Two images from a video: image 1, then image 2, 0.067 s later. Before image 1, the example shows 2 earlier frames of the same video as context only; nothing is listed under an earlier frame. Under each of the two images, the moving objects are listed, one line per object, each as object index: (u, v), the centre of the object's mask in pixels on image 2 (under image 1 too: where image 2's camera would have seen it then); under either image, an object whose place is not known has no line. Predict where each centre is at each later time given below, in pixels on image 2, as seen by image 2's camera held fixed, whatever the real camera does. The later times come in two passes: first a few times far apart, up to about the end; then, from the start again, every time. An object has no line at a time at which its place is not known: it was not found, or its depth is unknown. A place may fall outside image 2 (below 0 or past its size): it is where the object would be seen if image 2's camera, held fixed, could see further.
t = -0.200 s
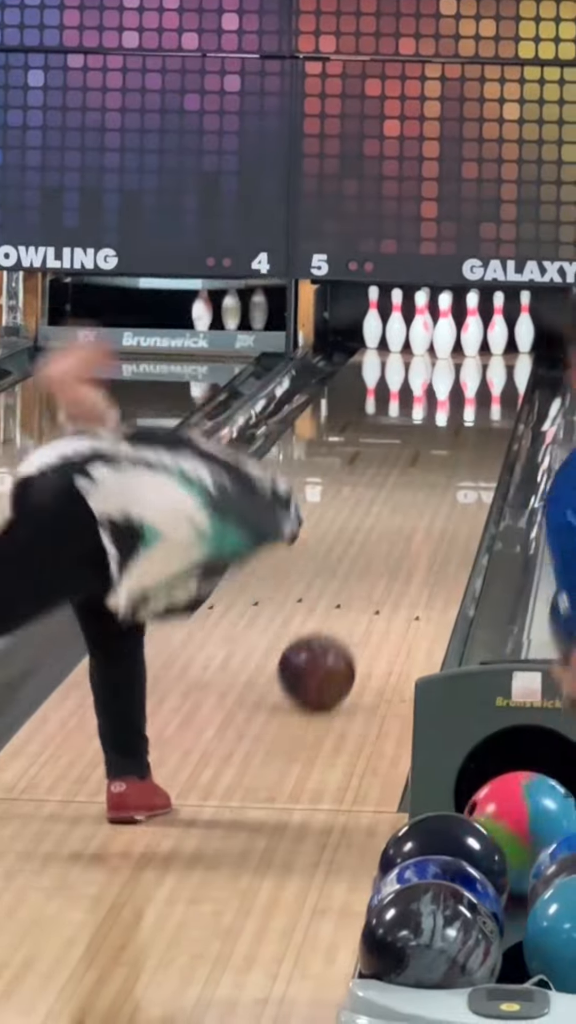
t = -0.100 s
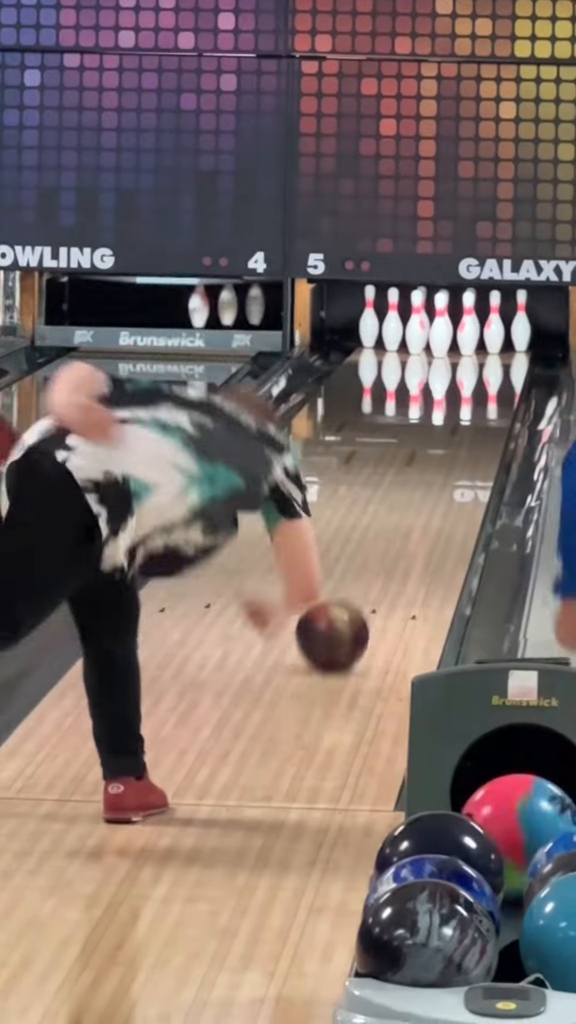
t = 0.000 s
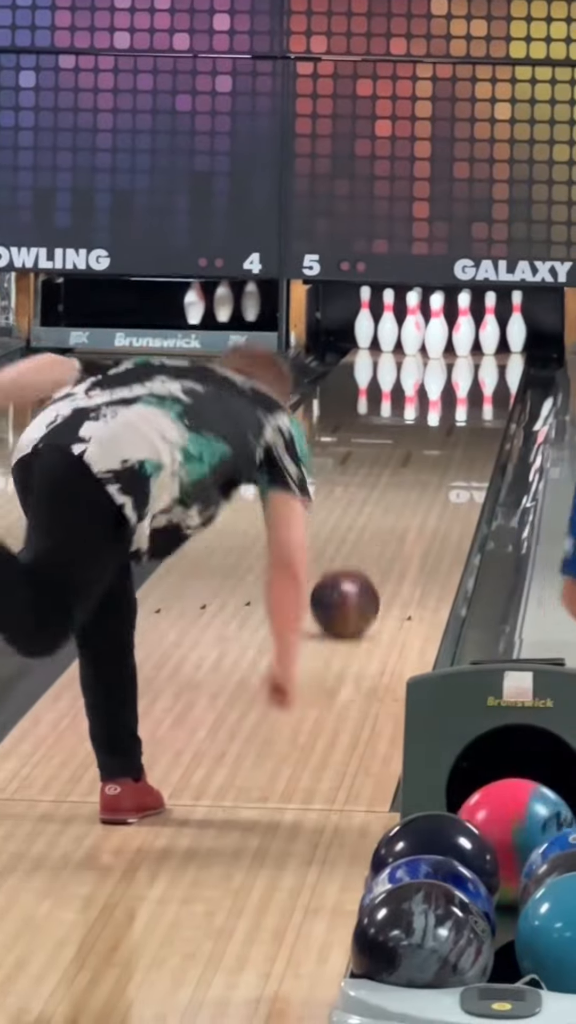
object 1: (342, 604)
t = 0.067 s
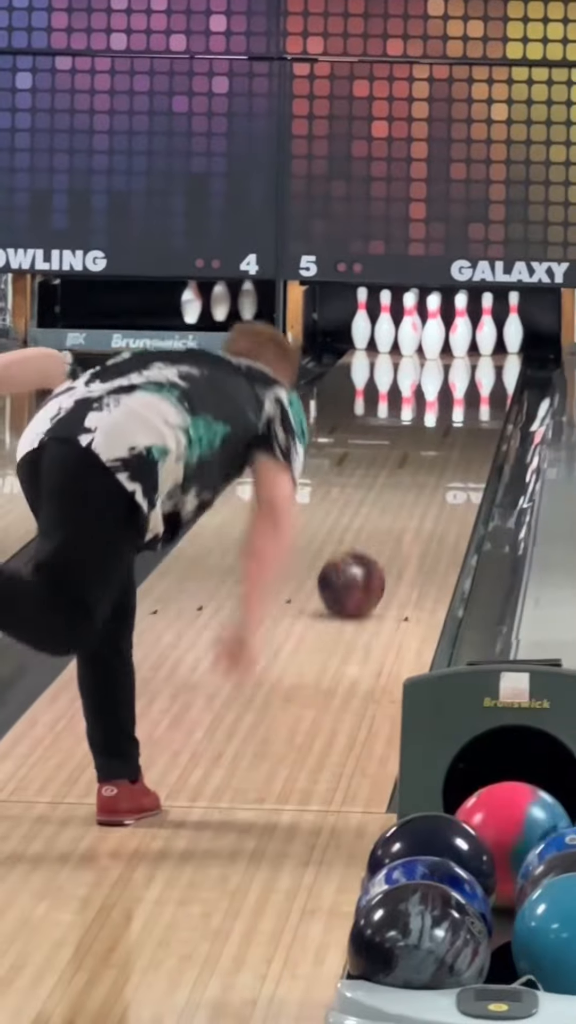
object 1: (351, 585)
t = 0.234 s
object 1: (372, 542)
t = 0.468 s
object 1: (395, 492)
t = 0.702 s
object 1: (413, 452)
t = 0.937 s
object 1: (427, 420)
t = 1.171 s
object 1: (431, 391)
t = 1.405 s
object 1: (430, 366)
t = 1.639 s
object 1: (421, 346)
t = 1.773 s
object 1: (400, 338)
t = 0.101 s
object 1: (355, 576)
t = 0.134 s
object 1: (360, 567)
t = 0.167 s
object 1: (364, 558)
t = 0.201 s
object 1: (368, 550)
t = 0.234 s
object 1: (372, 542)
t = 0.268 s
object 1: (376, 534)
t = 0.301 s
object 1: (379, 526)
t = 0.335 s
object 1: (383, 519)
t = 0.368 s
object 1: (386, 512)
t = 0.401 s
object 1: (389, 505)
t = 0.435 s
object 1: (392, 498)
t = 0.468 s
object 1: (395, 492)
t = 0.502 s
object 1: (398, 485)
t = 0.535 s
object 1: (401, 479)
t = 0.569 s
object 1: (403, 474)
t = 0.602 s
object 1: (406, 469)
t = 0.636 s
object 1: (408, 463)
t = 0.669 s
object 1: (410, 458)
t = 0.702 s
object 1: (413, 452)
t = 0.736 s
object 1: (414, 448)
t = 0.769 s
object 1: (416, 443)
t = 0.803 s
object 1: (419, 439)
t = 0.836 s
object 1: (423, 432)
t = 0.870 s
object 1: (438, 420)
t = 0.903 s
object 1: (413, 433)
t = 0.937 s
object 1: (427, 420)
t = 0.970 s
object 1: (428, 415)
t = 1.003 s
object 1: (428, 409)
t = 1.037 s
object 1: (429, 406)
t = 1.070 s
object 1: (430, 402)
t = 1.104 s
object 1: (431, 398)
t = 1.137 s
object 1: (431, 394)
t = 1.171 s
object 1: (431, 391)
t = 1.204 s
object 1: (432, 389)
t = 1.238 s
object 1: (432, 385)
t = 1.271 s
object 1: (432, 380)
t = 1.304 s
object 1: (432, 376)
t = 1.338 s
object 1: (431, 373)
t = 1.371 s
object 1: (431, 369)
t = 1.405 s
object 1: (430, 366)
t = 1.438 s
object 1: (429, 363)
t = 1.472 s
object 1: (428, 360)
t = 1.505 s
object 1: (428, 357)
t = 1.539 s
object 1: (426, 354)
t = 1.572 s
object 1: (425, 351)
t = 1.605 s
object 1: (423, 348)
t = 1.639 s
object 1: (421, 346)
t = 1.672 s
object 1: (419, 343)
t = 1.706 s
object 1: (412, 342)
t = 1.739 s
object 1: (406, 339)
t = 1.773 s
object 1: (400, 338)
